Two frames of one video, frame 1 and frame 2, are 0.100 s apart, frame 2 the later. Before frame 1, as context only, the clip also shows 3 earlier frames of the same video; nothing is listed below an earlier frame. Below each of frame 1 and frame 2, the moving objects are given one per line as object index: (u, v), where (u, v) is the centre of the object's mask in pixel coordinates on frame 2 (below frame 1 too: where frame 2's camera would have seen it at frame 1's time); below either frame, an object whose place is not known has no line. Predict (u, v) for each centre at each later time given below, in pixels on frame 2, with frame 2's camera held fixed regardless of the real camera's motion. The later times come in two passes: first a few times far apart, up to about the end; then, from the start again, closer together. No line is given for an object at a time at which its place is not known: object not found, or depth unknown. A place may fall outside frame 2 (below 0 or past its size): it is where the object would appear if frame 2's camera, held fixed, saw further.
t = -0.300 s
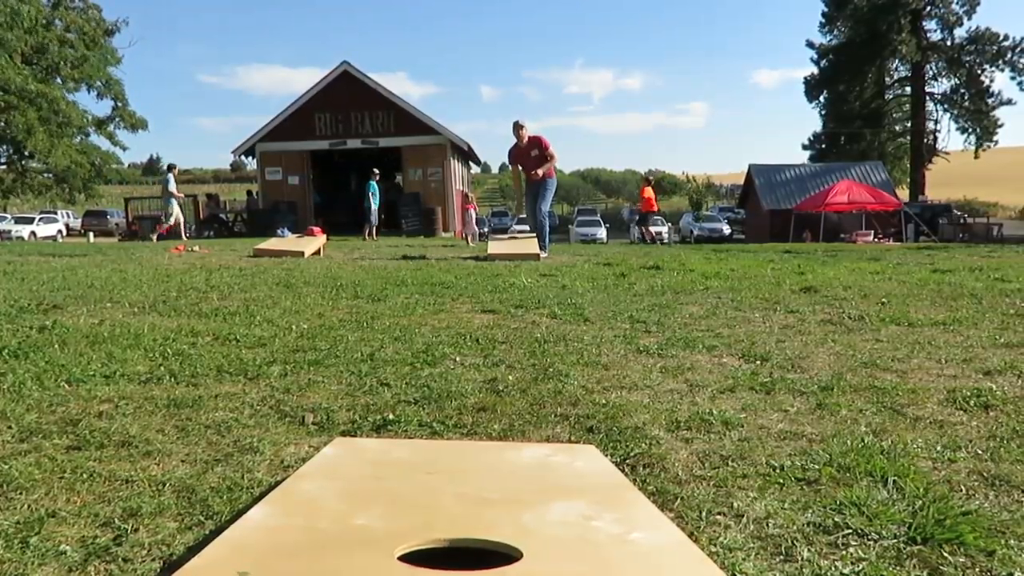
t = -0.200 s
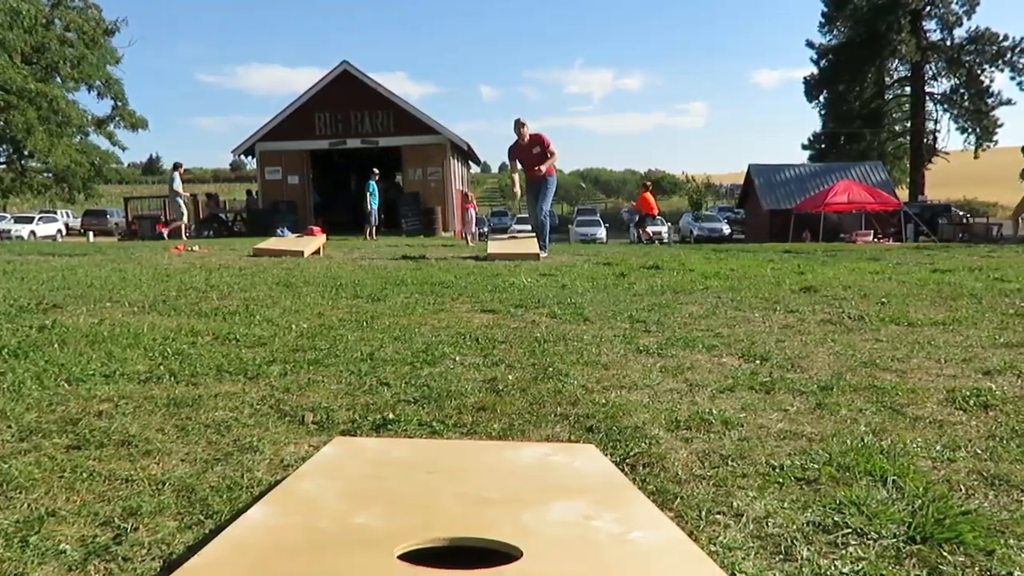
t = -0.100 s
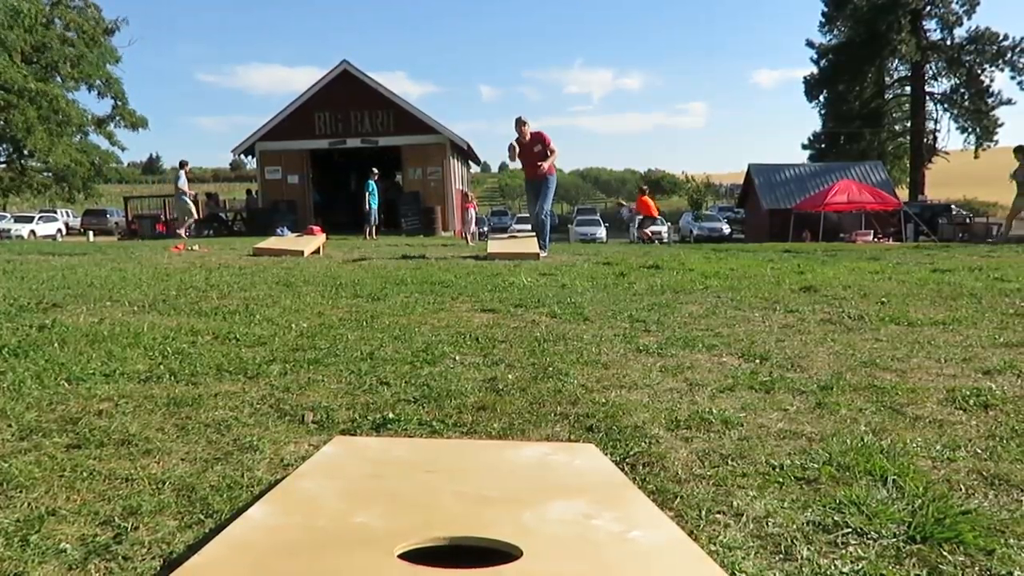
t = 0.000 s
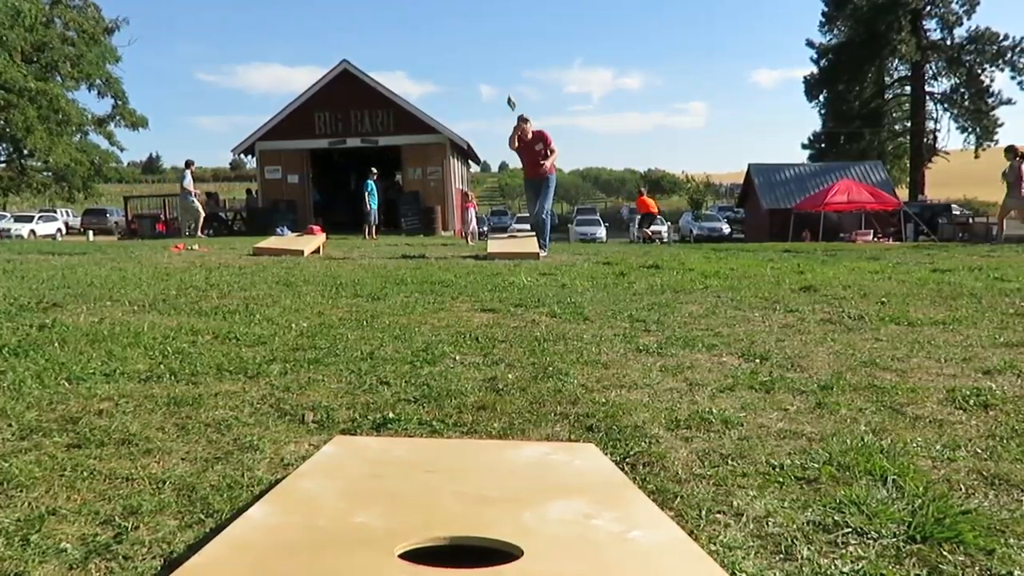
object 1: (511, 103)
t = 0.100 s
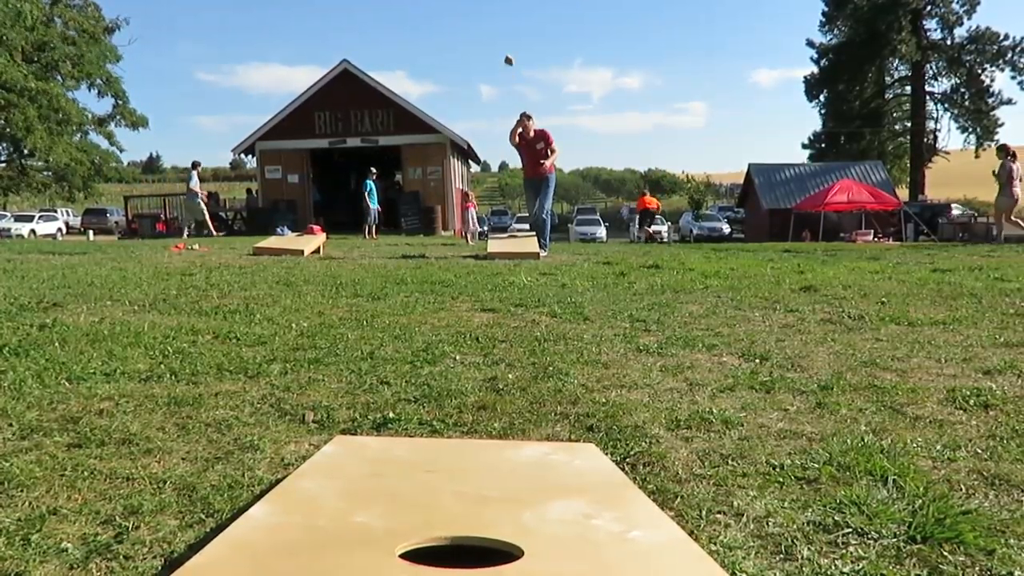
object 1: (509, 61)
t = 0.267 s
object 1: (505, 2)
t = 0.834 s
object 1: (481, 18)
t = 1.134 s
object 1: (446, 446)
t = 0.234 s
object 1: (505, 10)
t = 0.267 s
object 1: (505, 2)
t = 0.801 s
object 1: (487, 6)
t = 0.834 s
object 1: (481, 18)
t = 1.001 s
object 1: (471, 308)
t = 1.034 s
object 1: (463, 423)
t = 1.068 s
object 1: (456, 440)
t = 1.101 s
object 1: (451, 441)
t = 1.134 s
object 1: (446, 446)
